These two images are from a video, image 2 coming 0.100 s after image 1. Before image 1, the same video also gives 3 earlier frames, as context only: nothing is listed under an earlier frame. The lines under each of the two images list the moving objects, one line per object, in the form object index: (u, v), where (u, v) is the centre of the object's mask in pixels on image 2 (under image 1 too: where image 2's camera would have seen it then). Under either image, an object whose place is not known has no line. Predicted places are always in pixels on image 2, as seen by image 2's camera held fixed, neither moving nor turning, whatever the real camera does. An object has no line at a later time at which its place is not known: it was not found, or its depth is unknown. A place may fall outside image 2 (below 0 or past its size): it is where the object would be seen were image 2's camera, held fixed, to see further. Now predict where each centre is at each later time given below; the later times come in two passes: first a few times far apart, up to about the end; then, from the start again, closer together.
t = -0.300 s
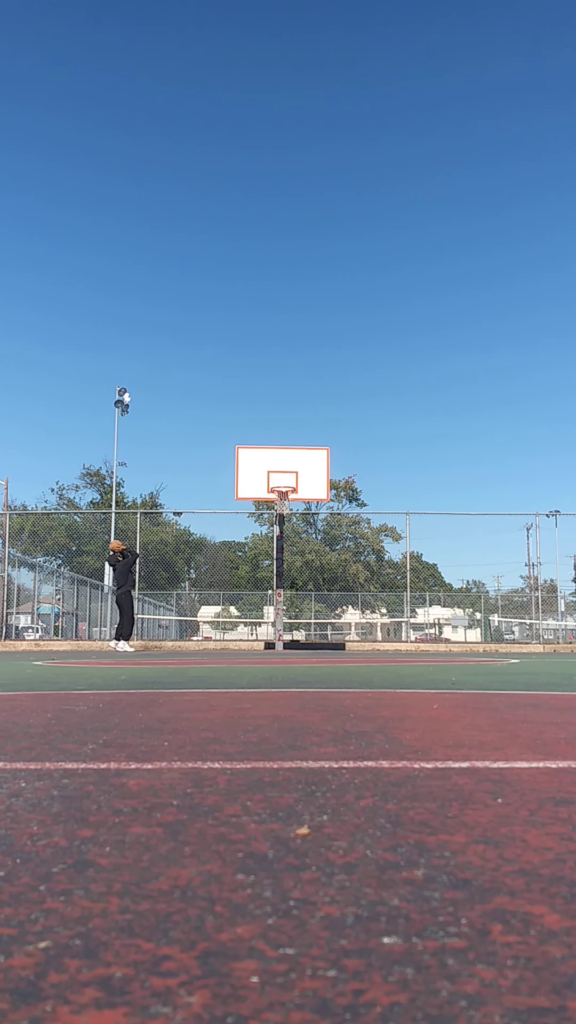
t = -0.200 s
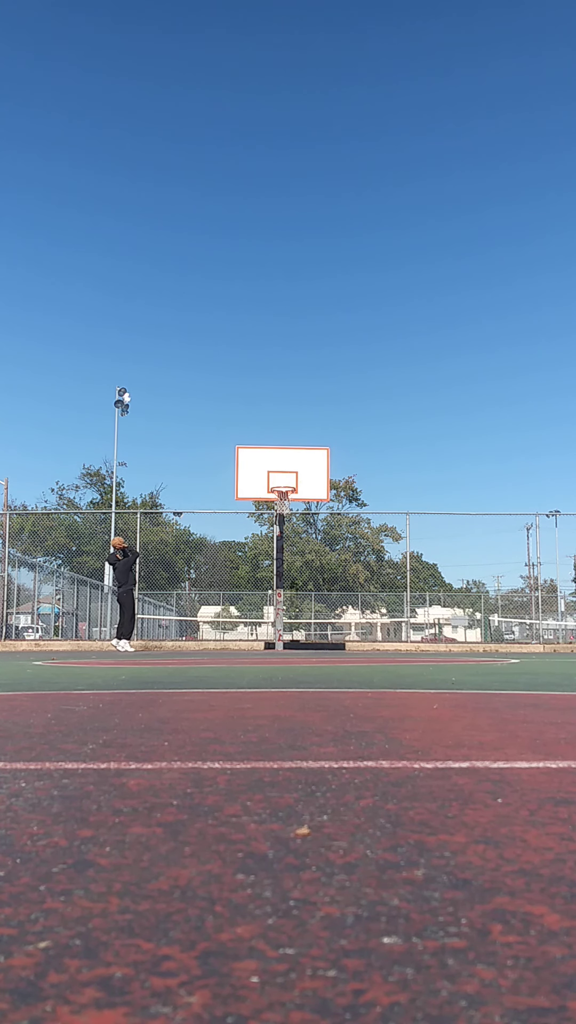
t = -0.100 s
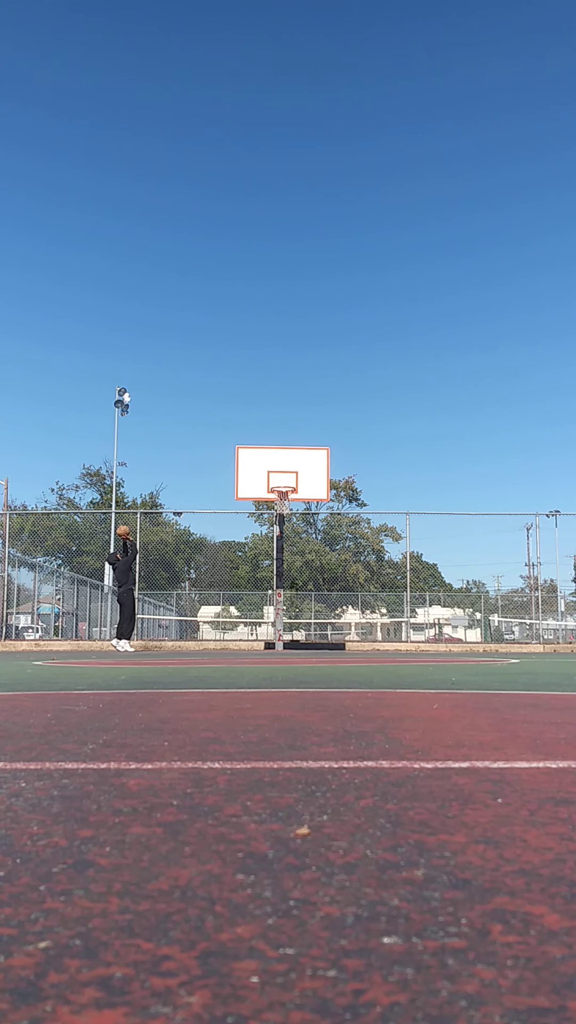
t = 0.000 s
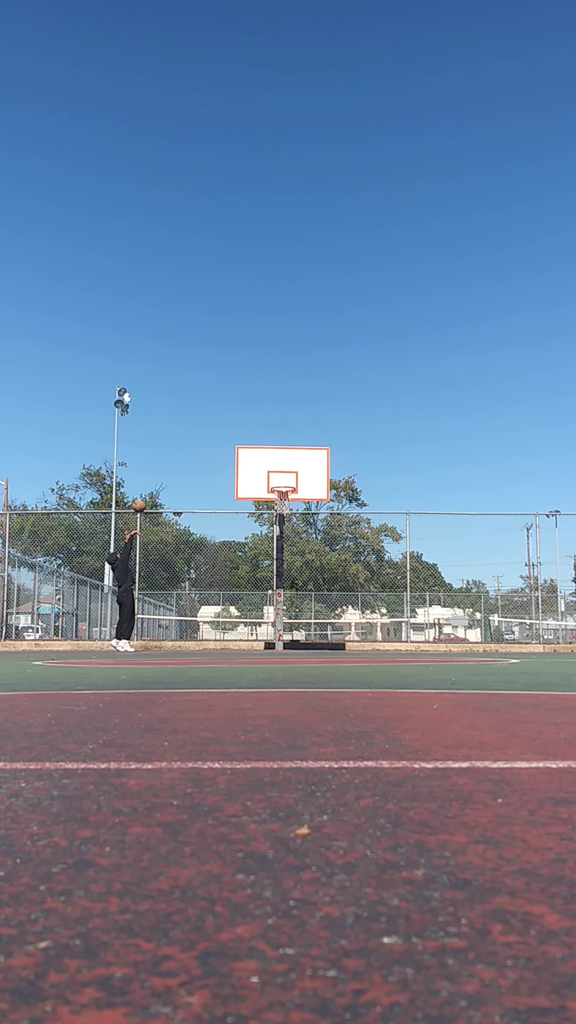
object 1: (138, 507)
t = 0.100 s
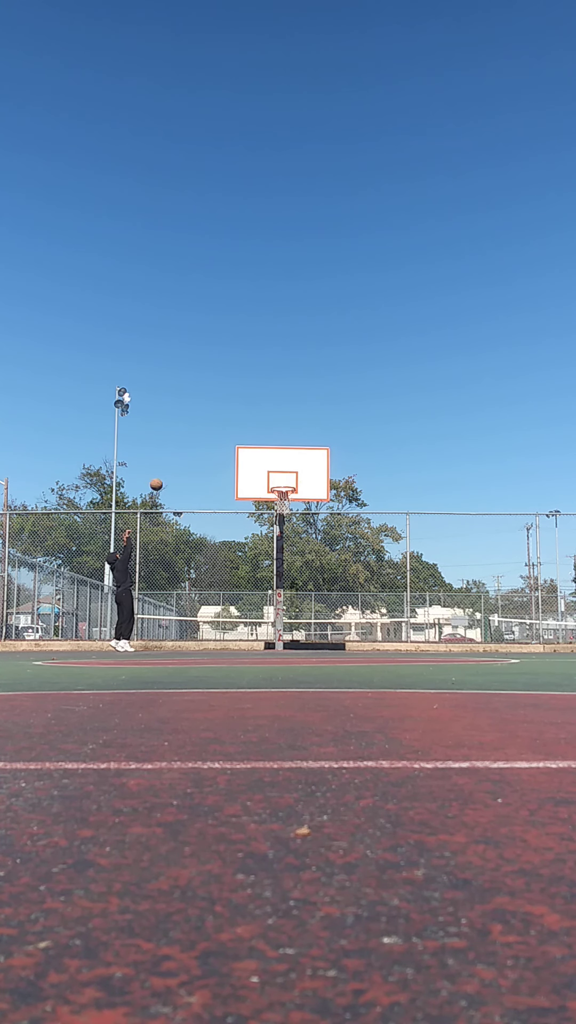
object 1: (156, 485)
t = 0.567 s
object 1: (232, 450)
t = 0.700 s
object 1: (254, 459)
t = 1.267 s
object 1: (275, 544)
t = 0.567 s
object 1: (232, 450)
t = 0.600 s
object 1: (238, 451)
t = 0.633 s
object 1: (243, 453)
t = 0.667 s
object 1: (249, 456)
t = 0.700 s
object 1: (254, 459)
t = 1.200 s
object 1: (278, 531)
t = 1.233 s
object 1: (276, 537)
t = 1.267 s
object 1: (275, 544)
